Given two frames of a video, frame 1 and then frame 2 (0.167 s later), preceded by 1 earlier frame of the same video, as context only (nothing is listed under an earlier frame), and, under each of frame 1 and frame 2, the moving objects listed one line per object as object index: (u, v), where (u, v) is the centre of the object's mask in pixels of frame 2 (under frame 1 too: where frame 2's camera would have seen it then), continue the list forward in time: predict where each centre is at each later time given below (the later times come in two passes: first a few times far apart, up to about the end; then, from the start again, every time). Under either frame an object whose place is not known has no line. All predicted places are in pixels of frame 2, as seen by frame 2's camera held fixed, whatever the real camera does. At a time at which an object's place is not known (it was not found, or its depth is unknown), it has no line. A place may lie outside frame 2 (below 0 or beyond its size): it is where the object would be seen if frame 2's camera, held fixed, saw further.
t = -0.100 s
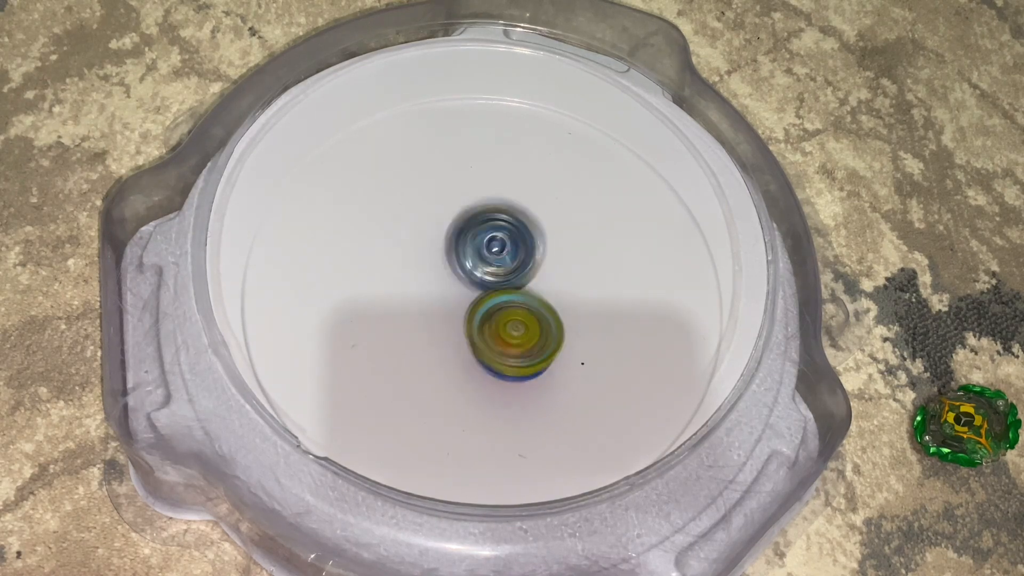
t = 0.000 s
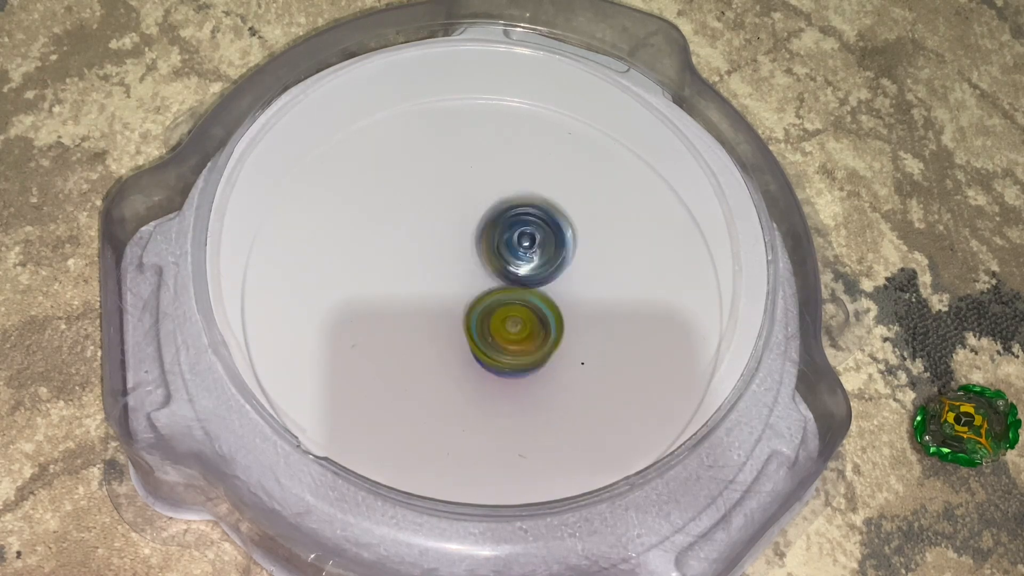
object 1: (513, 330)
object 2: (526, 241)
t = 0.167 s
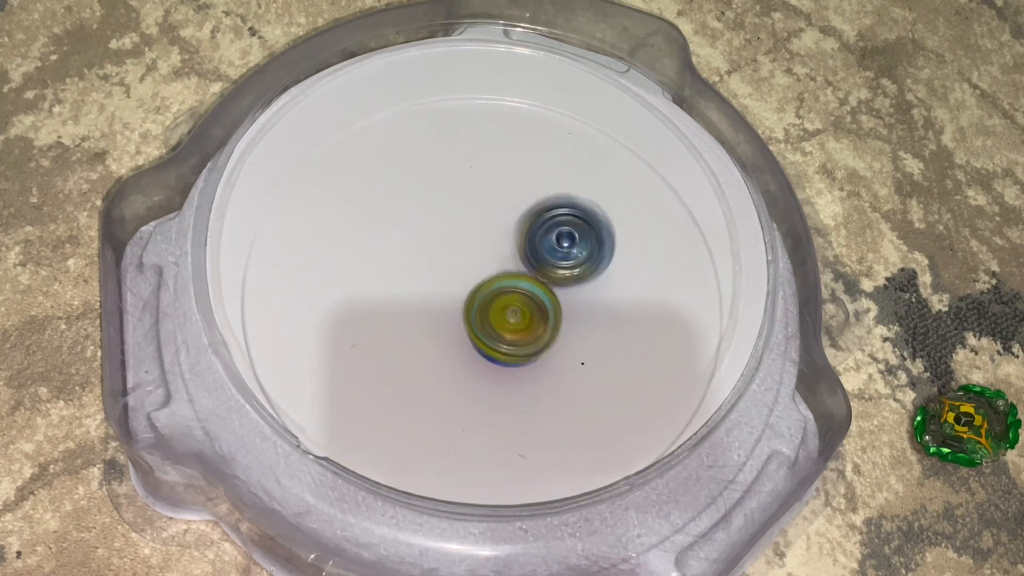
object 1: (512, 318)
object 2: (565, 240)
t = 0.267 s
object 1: (505, 312)
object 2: (581, 243)
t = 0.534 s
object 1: (482, 290)
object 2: (578, 269)
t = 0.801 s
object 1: (432, 237)
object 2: (569, 303)
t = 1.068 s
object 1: (491, 208)
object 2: (480, 323)
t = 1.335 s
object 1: (552, 224)
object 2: (421, 315)
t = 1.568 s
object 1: (551, 276)
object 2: (433, 279)
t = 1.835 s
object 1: (542, 306)
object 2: (455, 232)
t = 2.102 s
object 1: (517, 277)
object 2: (456, 239)
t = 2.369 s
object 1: (529, 260)
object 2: (457, 237)
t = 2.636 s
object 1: (531, 257)
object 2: (457, 237)
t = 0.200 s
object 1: (510, 313)
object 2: (570, 241)
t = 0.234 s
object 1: (511, 312)
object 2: (574, 242)
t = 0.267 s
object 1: (505, 312)
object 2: (581, 243)
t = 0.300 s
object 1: (500, 312)
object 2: (583, 245)
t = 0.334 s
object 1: (498, 309)
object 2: (585, 247)
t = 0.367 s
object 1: (497, 308)
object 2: (588, 250)
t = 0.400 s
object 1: (495, 306)
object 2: (587, 254)
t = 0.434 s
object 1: (493, 302)
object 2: (585, 258)
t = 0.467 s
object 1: (492, 299)
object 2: (583, 260)
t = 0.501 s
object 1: (485, 293)
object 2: (584, 264)
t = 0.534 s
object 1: (482, 290)
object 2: (578, 269)
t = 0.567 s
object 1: (475, 283)
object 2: (580, 273)
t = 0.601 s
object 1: (457, 276)
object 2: (585, 281)
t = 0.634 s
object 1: (445, 269)
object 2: (584, 287)
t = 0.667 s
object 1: (436, 262)
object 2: (585, 289)
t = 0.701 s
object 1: (433, 255)
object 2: (583, 294)
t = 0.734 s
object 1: (430, 248)
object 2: (580, 298)
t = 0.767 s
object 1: (431, 242)
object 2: (574, 301)
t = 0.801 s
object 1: (432, 237)
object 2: (569, 303)
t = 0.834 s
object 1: (436, 233)
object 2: (562, 305)
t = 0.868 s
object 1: (439, 230)
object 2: (553, 307)
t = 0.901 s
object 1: (444, 227)
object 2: (544, 307)
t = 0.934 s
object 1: (449, 225)
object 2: (534, 306)
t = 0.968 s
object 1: (456, 224)
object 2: (524, 303)
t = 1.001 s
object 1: (462, 224)
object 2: (513, 301)
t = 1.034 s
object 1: (472, 220)
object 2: (497, 311)
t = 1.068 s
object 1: (491, 208)
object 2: (480, 323)
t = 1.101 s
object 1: (504, 196)
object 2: (470, 330)
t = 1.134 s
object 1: (519, 194)
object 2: (459, 333)
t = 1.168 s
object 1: (527, 192)
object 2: (447, 334)
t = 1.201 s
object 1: (537, 195)
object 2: (436, 332)
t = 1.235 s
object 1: (542, 201)
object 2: (430, 329)
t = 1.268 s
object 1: (547, 206)
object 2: (425, 325)
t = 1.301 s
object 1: (550, 216)
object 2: (422, 320)
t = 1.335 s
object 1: (552, 224)
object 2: (421, 315)
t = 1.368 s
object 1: (553, 231)
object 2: (422, 310)
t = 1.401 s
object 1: (549, 241)
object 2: (424, 303)
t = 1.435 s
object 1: (547, 251)
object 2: (429, 296)
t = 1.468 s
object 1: (540, 260)
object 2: (436, 291)
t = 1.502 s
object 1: (539, 265)
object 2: (441, 287)
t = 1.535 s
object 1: (548, 271)
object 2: (437, 287)
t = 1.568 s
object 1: (551, 276)
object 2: (433, 279)
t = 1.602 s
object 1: (550, 279)
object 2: (437, 272)
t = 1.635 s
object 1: (545, 282)
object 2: (445, 269)
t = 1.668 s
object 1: (545, 286)
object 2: (447, 263)
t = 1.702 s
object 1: (543, 289)
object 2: (452, 258)
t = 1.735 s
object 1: (545, 297)
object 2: (450, 250)
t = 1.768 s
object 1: (546, 304)
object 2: (451, 241)
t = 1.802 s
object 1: (545, 306)
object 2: (453, 236)
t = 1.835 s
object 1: (542, 306)
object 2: (455, 232)
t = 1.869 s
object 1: (538, 305)
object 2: (455, 230)
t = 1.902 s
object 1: (536, 304)
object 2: (455, 230)
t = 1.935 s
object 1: (531, 298)
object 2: (456, 233)
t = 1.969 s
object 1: (528, 295)
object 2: (458, 238)
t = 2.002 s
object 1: (524, 289)
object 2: (458, 242)
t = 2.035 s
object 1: (519, 284)
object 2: (456, 243)
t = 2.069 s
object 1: (519, 281)
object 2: (456, 243)
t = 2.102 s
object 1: (517, 277)
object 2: (456, 239)
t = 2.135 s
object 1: (521, 275)
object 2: (455, 236)
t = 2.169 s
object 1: (524, 275)
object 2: (456, 235)
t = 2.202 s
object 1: (526, 273)
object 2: (456, 235)
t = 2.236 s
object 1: (527, 270)
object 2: (457, 236)
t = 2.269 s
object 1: (528, 267)
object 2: (457, 237)
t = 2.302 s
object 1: (528, 264)
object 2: (457, 237)
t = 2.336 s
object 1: (528, 262)
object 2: (457, 237)
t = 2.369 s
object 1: (529, 260)
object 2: (457, 237)
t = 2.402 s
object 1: (529, 259)
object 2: (457, 237)
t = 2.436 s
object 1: (530, 259)
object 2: (457, 237)
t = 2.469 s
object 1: (530, 258)
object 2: (457, 237)
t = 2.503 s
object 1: (531, 257)
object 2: (457, 237)
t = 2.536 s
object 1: (531, 256)
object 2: (457, 237)
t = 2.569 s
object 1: (531, 257)
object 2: (457, 237)
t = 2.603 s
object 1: (531, 257)
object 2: (457, 237)
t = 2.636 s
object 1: (531, 257)
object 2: (457, 237)
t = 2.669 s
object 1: (531, 257)
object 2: (457, 237)
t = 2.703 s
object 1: (531, 257)
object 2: (457, 237)
